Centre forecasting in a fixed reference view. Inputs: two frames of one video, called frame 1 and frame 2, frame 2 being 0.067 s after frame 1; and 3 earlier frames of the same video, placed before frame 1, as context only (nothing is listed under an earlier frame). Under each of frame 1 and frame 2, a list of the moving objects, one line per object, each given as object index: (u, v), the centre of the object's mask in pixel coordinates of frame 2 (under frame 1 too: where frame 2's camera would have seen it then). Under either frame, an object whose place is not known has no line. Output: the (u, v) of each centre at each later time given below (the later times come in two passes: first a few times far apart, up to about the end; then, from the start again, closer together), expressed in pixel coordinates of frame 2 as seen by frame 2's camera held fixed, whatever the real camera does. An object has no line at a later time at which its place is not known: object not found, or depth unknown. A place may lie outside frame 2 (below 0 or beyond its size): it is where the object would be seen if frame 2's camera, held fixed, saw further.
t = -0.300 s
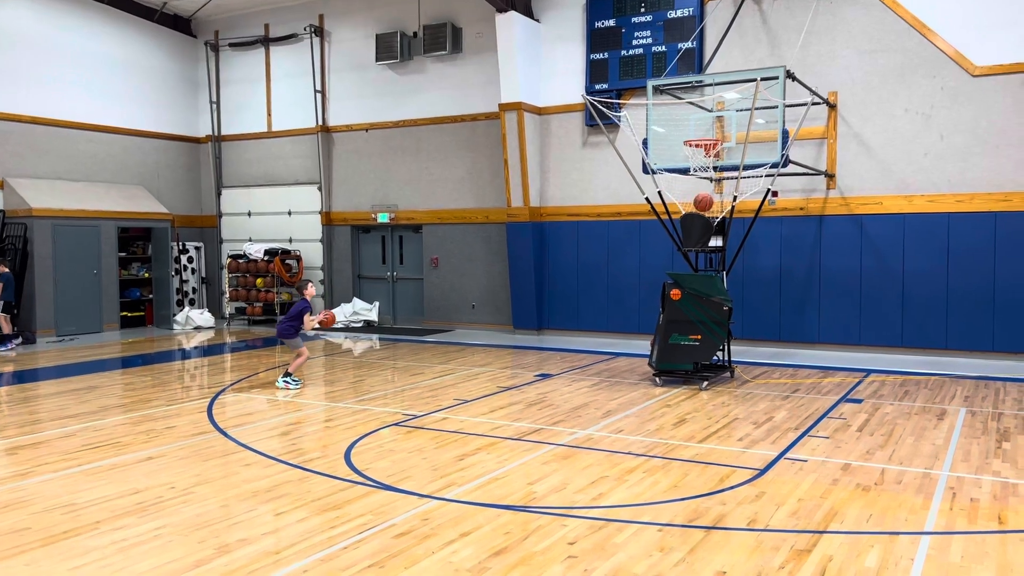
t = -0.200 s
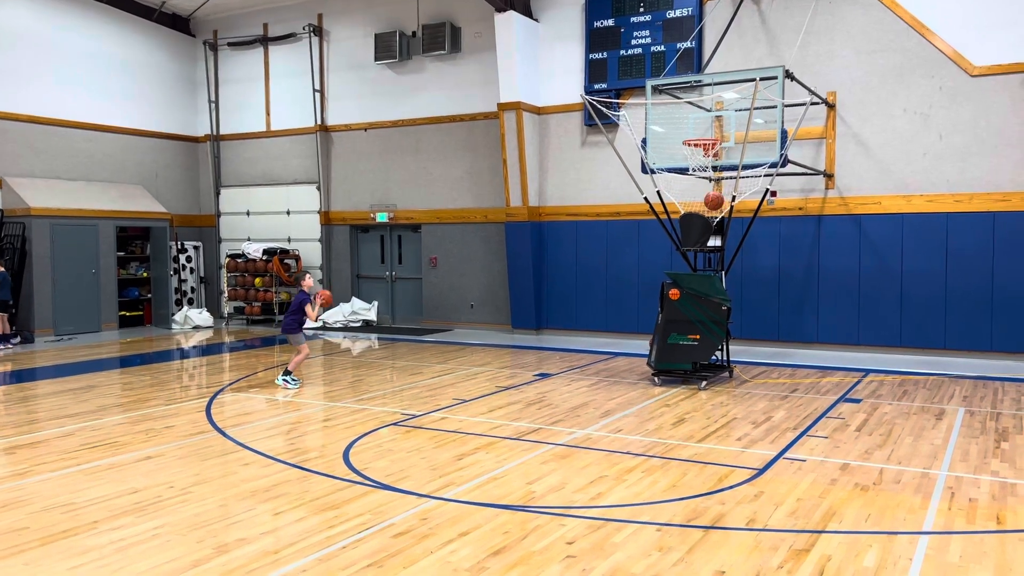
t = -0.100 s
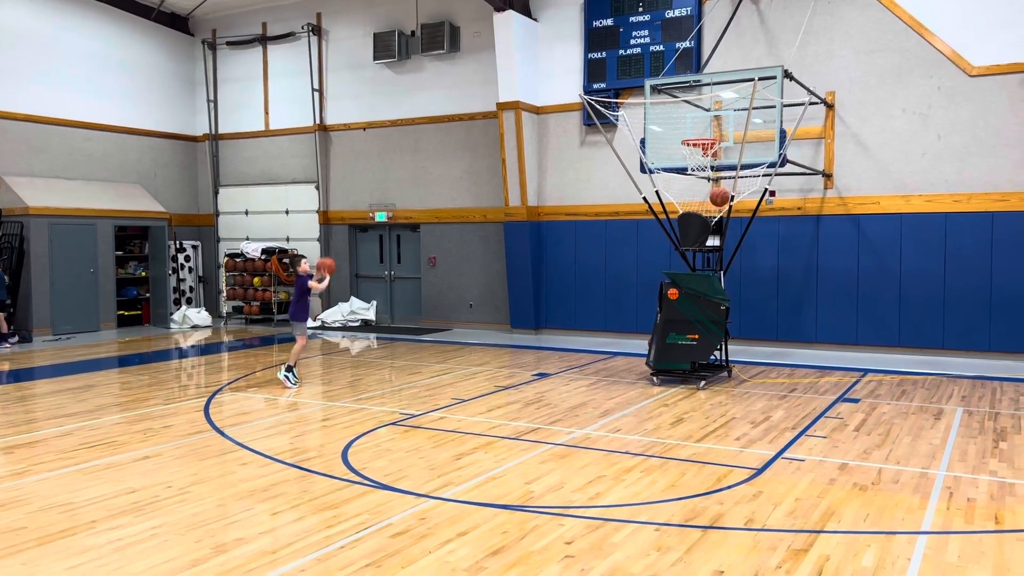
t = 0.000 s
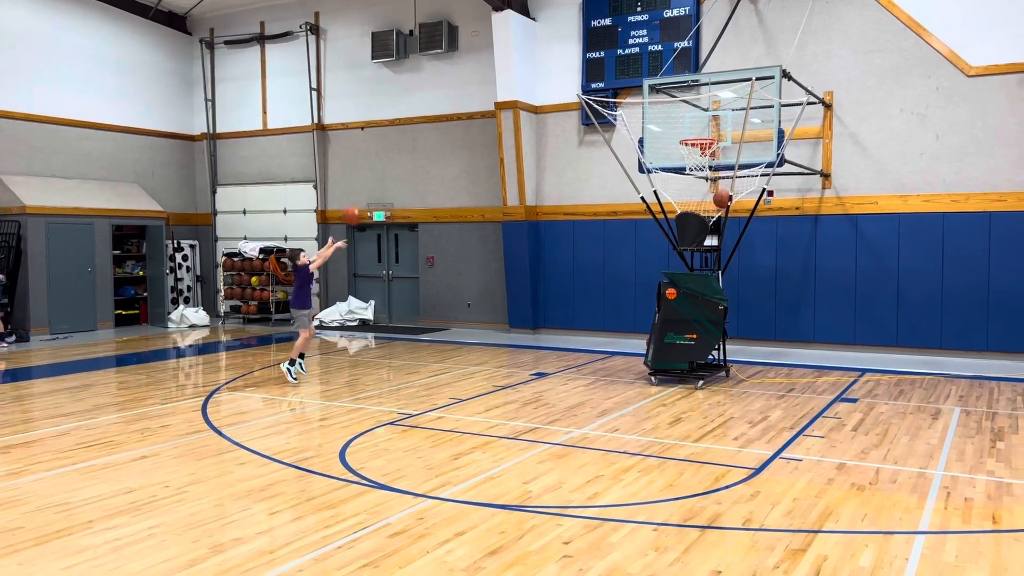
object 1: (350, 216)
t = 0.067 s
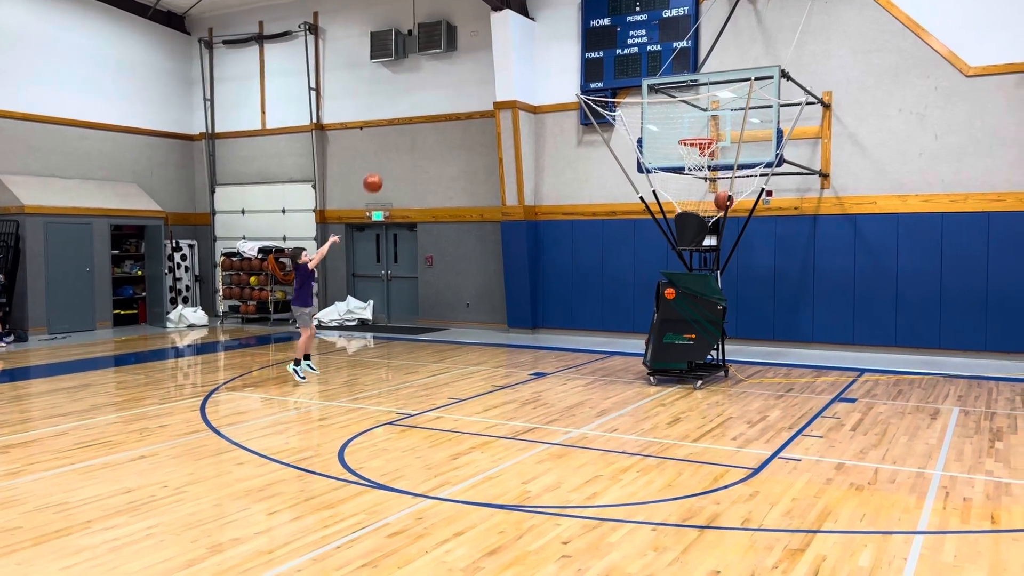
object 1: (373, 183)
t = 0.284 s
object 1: (443, 102)
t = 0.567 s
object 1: (533, 51)
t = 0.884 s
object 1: (633, 69)
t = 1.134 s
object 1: (706, 132)
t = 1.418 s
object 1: (680, 121)
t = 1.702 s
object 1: (641, 151)
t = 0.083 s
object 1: (378, 176)
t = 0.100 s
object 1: (383, 168)
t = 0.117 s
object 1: (389, 161)
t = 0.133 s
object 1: (394, 155)
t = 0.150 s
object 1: (400, 148)
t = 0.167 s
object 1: (405, 141)
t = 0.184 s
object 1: (411, 135)
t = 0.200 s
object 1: (416, 129)
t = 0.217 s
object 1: (421, 123)
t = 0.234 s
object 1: (427, 117)
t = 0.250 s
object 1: (432, 111)
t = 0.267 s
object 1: (437, 107)
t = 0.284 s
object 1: (443, 102)
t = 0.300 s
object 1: (448, 97)
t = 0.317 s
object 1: (453, 92)
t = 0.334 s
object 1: (459, 88)
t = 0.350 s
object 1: (465, 84)
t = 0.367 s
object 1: (470, 80)
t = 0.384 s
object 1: (475, 77)
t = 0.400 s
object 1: (480, 73)
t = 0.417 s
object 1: (486, 70)
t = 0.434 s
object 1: (491, 67)
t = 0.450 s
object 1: (496, 64)
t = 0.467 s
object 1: (501, 62)
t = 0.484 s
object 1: (507, 59)
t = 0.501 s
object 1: (512, 58)
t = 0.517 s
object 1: (517, 56)
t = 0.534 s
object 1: (523, 54)
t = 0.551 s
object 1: (528, 53)
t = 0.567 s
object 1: (533, 51)
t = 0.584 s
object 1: (538, 50)
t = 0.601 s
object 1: (544, 50)
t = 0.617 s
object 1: (549, 49)
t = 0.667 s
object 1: (565, 48)
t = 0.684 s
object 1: (570, 49)
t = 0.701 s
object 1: (576, 49)
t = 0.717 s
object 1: (581, 50)
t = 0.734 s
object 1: (587, 51)
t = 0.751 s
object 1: (592, 52)
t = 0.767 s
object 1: (597, 54)
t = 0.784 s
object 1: (602, 55)
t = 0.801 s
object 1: (608, 57)
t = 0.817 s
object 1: (613, 59)
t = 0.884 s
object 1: (633, 69)
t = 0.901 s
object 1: (638, 72)
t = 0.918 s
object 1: (644, 76)
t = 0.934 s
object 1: (649, 80)
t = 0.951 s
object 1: (654, 83)
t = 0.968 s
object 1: (659, 87)
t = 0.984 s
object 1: (664, 91)
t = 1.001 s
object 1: (670, 96)
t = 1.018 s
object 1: (675, 101)
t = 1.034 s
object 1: (680, 107)
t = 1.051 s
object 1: (685, 111)
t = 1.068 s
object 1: (690, 116)
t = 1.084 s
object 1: (695, 121)
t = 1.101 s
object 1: (700, 127)
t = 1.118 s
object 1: (705, 131)
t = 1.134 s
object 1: (706, 132)
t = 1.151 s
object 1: (705, 131)
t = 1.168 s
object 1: (704, 131)
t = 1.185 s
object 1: (703, 131)
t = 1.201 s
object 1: (702, 131)
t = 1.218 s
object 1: (702, 131)
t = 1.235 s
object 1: (701, 132)
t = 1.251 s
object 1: (701, 131)
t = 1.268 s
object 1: (700, 130)
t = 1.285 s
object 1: (698, 128)
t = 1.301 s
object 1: (695, 127)
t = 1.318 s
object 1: (693, 126)
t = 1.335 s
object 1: (691, 124)
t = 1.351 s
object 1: (689, 123)
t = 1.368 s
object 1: (687, 122)
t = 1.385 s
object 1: (684, 122)
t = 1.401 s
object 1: (682, 122)
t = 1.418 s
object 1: (680, 121)
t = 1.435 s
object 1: (678, 121)
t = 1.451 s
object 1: (675, 121)
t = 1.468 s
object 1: (673, 122)
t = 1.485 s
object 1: (671, 123)
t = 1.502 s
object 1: (669, 123)
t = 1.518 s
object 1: (666, 125)
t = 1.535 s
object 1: (664, 126)
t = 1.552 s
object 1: (662, 128)
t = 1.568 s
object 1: (660, 129)
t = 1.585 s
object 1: (658, 131)
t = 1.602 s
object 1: (655, 133)
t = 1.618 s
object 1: (653, 136)
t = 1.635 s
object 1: (651, 139)
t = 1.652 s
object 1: (648, 142)
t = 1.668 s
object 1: (646, 144)
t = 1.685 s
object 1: (643, 148)
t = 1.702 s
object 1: (641, 151)
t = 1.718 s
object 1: (639, 155)
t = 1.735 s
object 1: (637, 159)
